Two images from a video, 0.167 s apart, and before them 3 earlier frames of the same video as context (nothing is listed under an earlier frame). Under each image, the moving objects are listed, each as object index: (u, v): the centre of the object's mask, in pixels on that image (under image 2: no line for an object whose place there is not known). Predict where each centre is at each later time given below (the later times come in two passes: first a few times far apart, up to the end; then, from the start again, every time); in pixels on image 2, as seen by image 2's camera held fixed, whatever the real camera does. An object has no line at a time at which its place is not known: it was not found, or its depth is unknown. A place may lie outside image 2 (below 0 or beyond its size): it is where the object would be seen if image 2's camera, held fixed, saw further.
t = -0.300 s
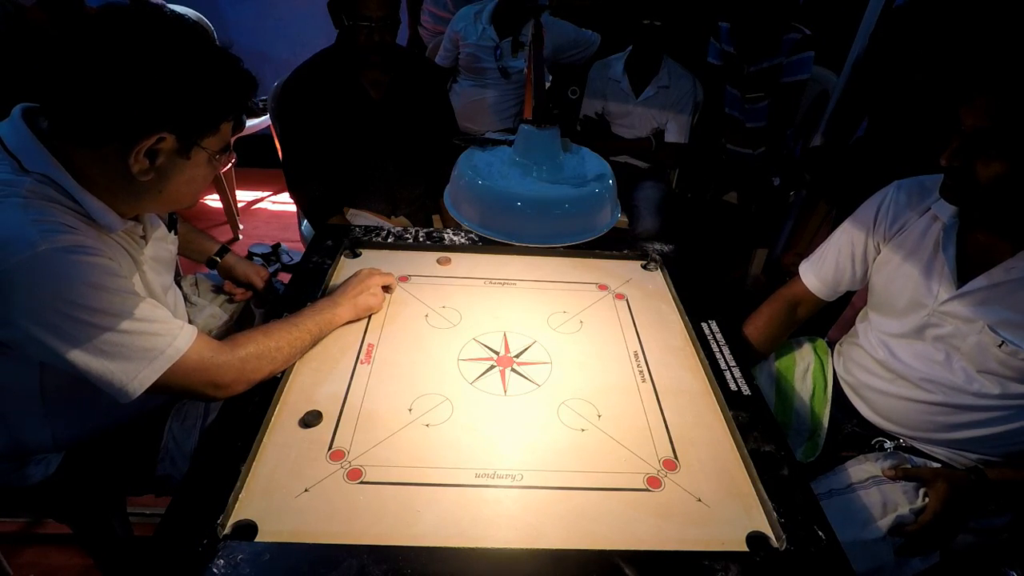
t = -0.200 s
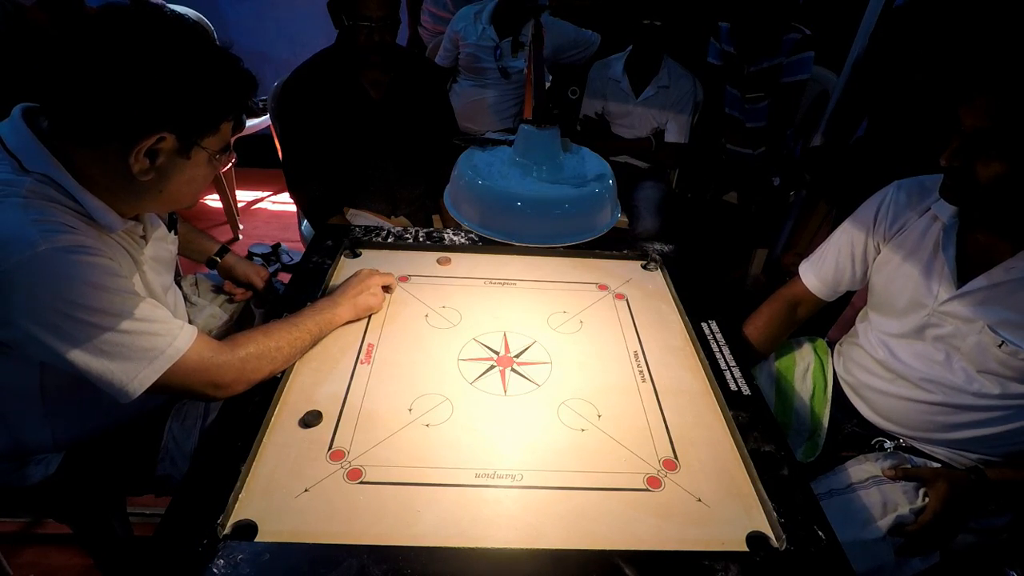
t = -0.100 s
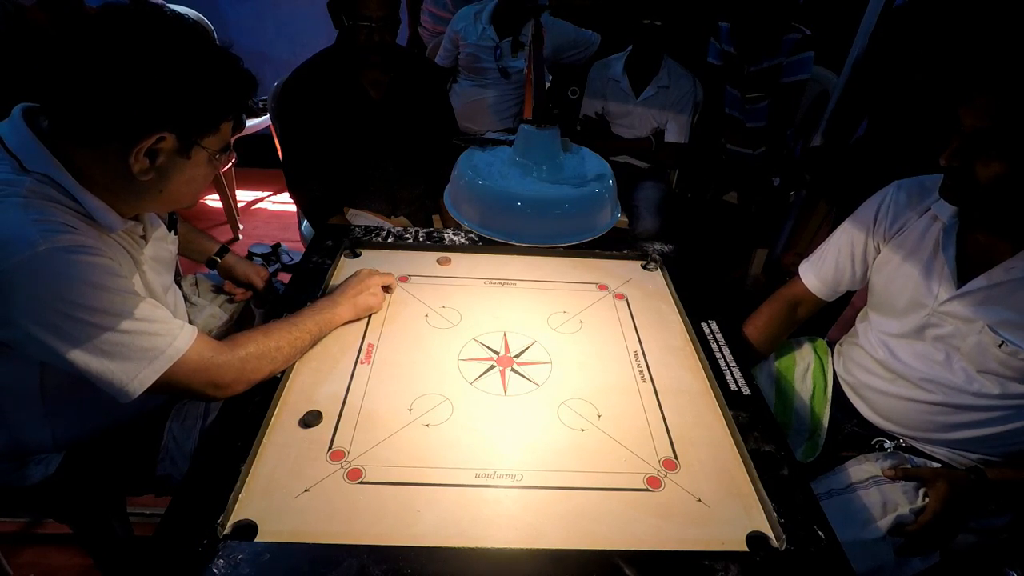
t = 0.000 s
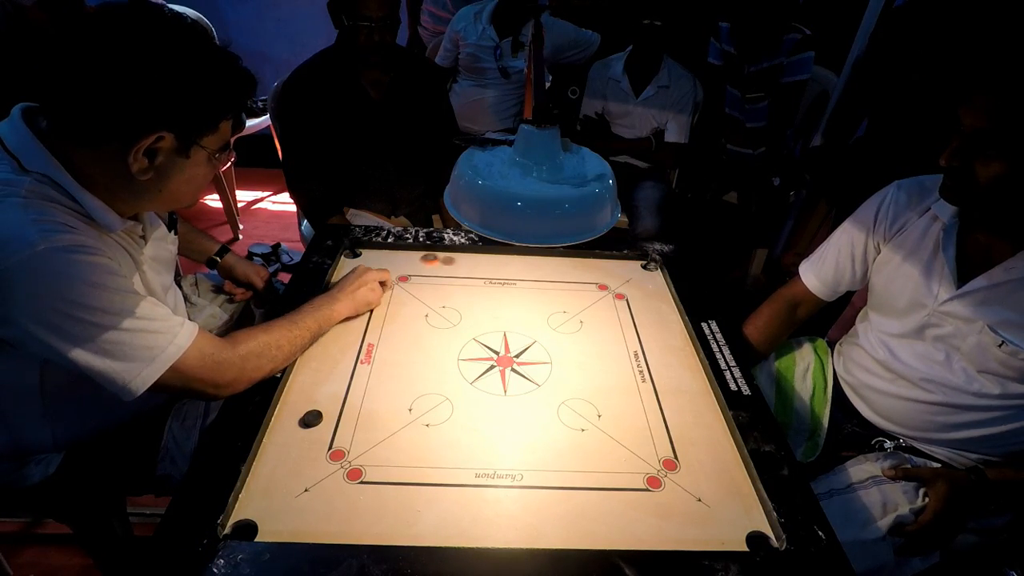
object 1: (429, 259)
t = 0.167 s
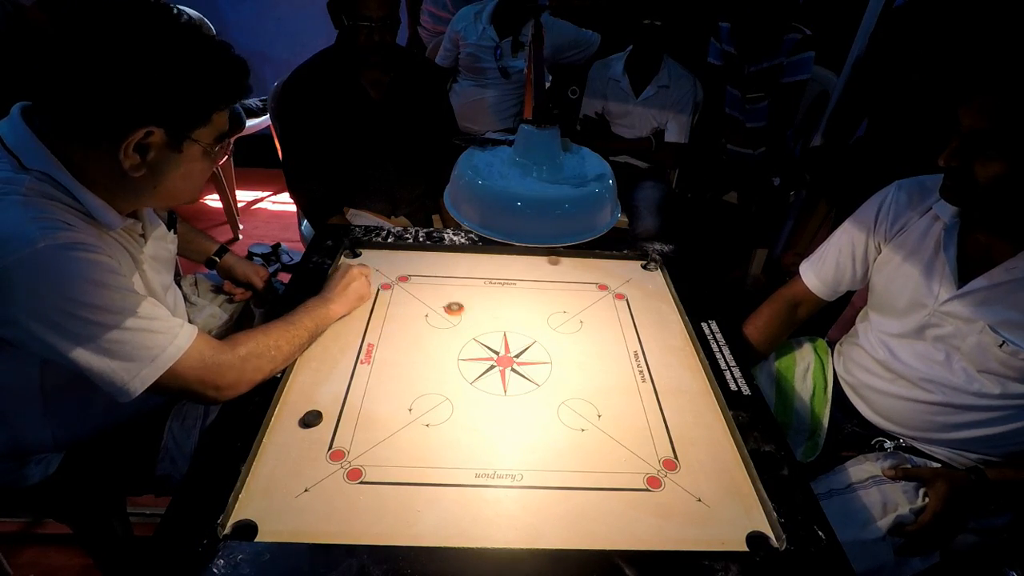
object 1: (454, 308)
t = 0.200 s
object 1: (459, 320)
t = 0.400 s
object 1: (491, 401)
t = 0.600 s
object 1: (527, 492)
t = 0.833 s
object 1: (551, 502)
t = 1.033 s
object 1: (554, 462)
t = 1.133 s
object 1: (555, 454)
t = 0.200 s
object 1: (459, 320)
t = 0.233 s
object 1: (464, 333)
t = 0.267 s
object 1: (469, 346)
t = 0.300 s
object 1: (474, 360)
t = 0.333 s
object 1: (480, 373)
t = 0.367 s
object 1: (485, 387)
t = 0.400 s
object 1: (491, 401)
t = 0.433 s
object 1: (497, 416)
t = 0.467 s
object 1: (502, 430)
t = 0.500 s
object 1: (508, 445)
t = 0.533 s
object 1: (514, 460)
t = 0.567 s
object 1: (521, 476)
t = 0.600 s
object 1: (527, 492)
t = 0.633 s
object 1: (533, 508)
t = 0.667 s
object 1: (539, 523)
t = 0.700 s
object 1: (545, 536)
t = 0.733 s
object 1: (548, 534)
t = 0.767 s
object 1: (549, 523)
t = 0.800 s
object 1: (550, 512)
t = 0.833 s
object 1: (551, 502)
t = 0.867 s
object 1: (551, 494)
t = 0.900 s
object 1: (552, 486)
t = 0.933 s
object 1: (552, 479)
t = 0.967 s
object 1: (553, 473)
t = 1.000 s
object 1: (553, 467)
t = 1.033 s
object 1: (554, 462)
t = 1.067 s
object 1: (554, 459)
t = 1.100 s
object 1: (554, 456)
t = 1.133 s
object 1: (555, 454)
